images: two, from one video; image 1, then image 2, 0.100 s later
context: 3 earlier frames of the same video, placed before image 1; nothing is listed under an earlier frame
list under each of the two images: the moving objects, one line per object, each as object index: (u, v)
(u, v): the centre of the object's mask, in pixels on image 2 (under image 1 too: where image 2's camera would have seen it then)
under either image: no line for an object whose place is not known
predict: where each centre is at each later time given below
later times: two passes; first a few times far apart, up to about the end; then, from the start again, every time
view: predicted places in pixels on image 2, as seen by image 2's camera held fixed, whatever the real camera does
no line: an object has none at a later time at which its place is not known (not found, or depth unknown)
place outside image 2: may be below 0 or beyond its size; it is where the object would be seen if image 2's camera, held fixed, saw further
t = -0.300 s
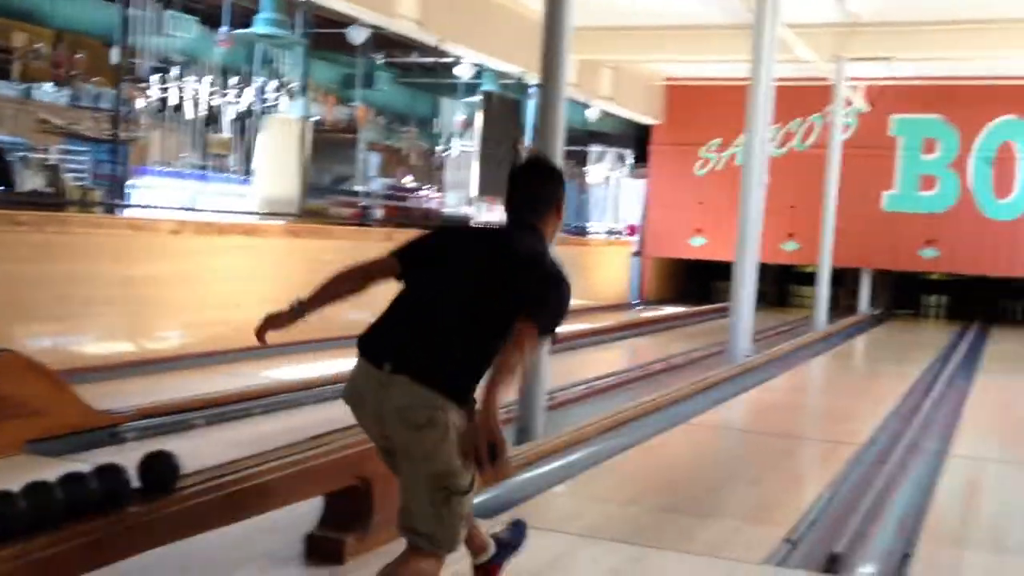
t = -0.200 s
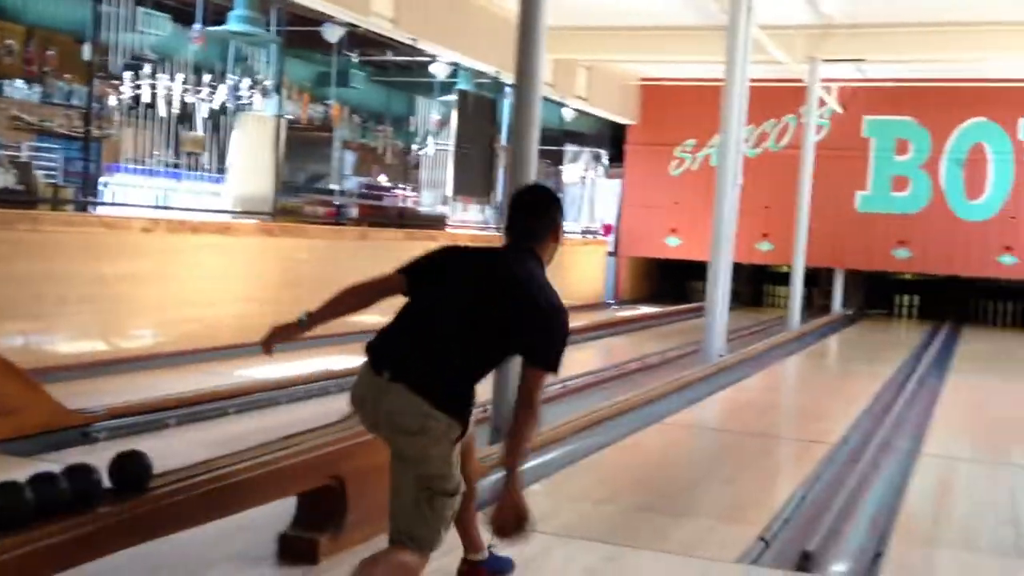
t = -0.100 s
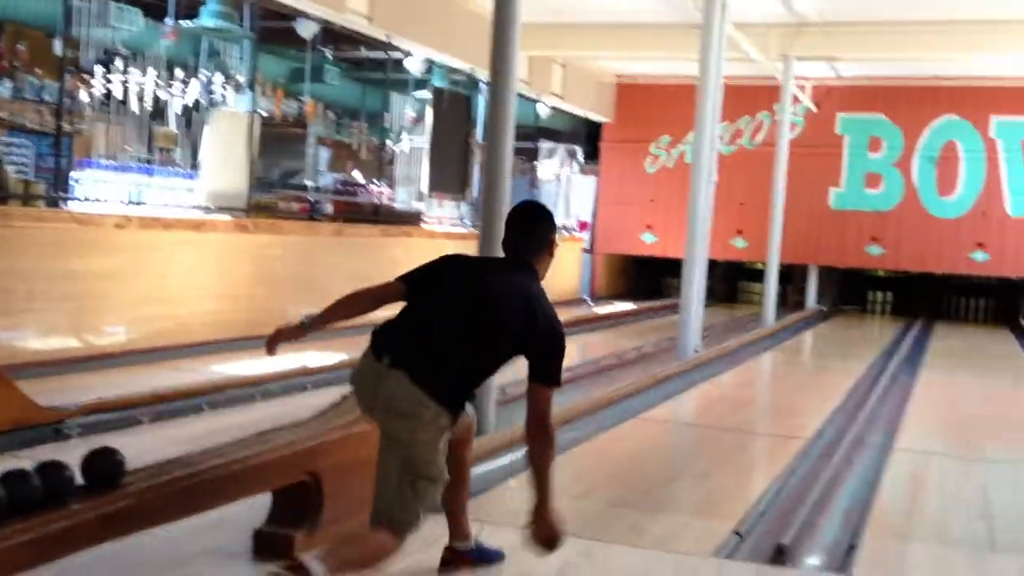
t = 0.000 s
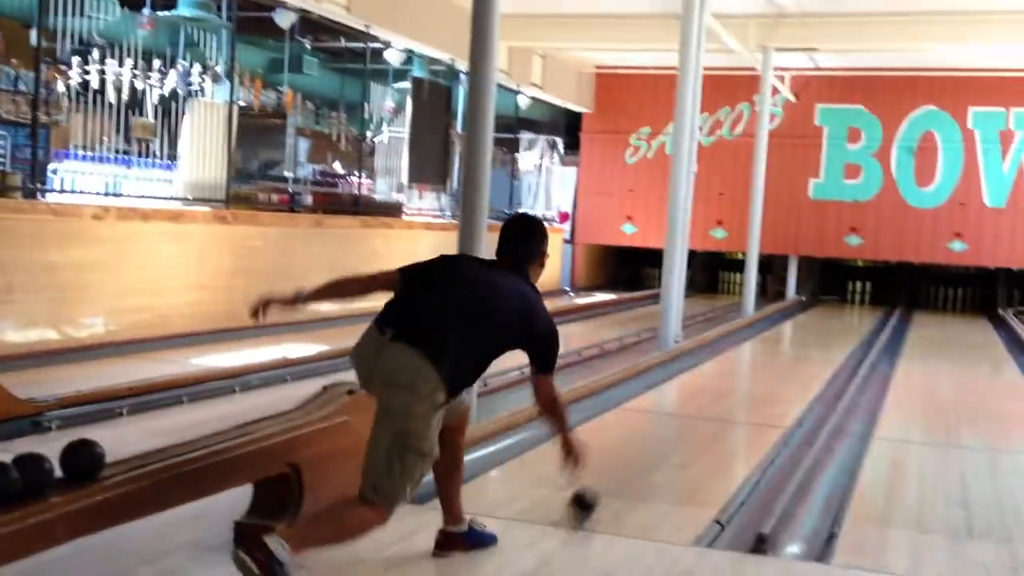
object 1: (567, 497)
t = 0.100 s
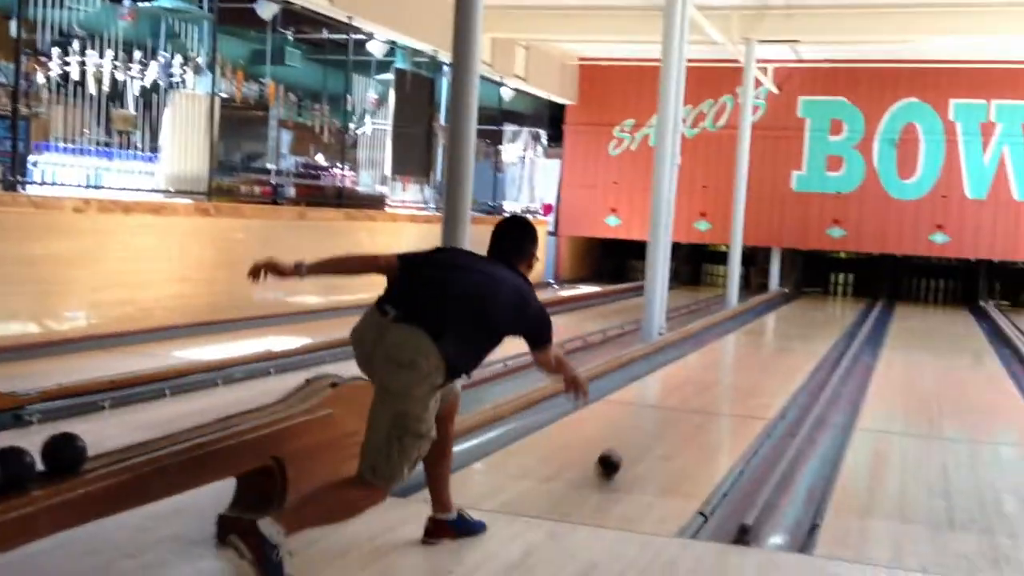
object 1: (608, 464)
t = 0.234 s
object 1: (649, 432)
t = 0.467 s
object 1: (697, 394)
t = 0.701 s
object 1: (730, 370)
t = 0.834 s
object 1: (744, 360)
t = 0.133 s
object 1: (620, 454)
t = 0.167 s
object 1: (630, 447)
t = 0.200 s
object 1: (640, 439)
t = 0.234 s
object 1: (649, 432)
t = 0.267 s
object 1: (657, 425)
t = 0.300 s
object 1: (665, 419)
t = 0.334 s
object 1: (672, 413)
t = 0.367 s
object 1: (680, 408)
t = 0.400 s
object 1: (686, 403)
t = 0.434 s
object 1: (692, 399)
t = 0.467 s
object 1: (697, 394)
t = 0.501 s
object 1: (703, 390)
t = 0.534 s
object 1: (708, 386)
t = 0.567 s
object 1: (713, 383)
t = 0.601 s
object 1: (717, 379)
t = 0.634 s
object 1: (722, 376)
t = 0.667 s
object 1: (726, 373)
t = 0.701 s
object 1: (730, 370)
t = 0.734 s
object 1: (734, 368)
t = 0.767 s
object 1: (738, 365)
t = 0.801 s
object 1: (741, 362)
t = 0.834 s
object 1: (744, 360)
